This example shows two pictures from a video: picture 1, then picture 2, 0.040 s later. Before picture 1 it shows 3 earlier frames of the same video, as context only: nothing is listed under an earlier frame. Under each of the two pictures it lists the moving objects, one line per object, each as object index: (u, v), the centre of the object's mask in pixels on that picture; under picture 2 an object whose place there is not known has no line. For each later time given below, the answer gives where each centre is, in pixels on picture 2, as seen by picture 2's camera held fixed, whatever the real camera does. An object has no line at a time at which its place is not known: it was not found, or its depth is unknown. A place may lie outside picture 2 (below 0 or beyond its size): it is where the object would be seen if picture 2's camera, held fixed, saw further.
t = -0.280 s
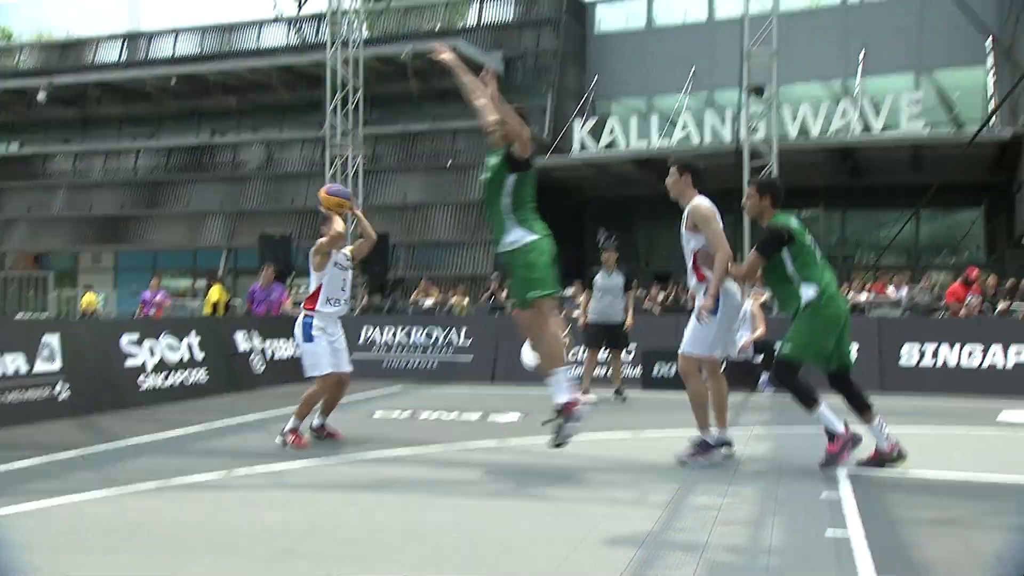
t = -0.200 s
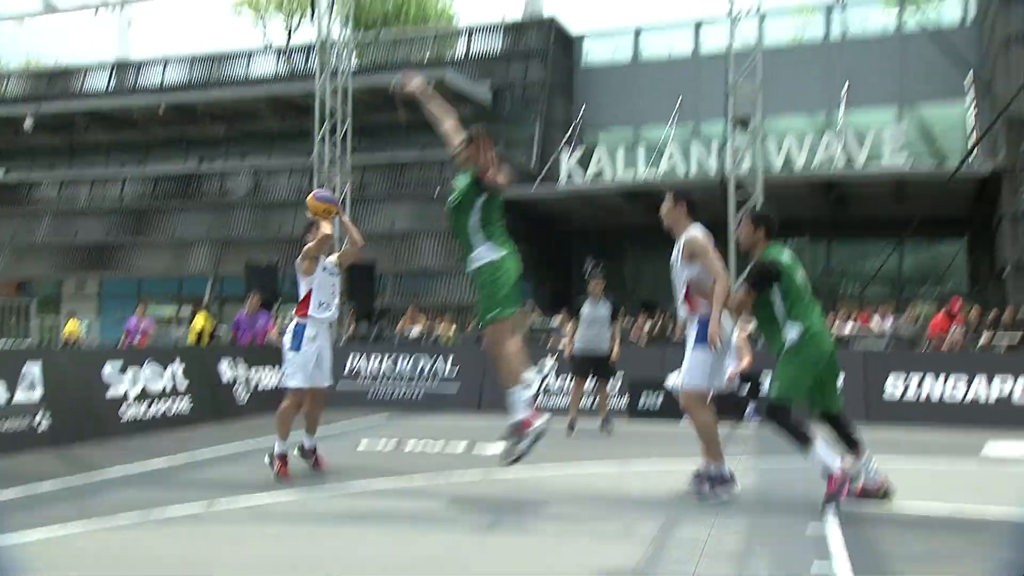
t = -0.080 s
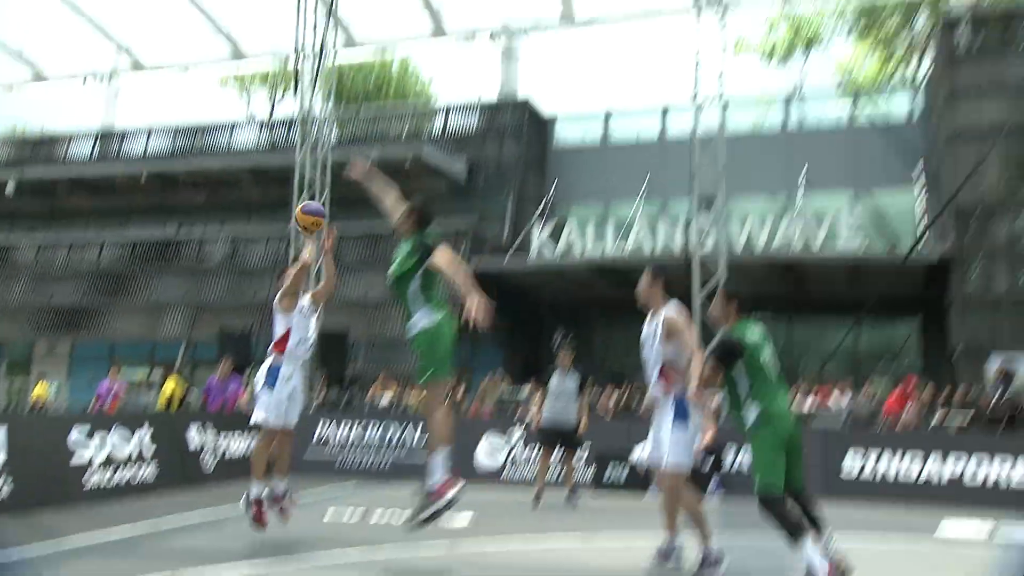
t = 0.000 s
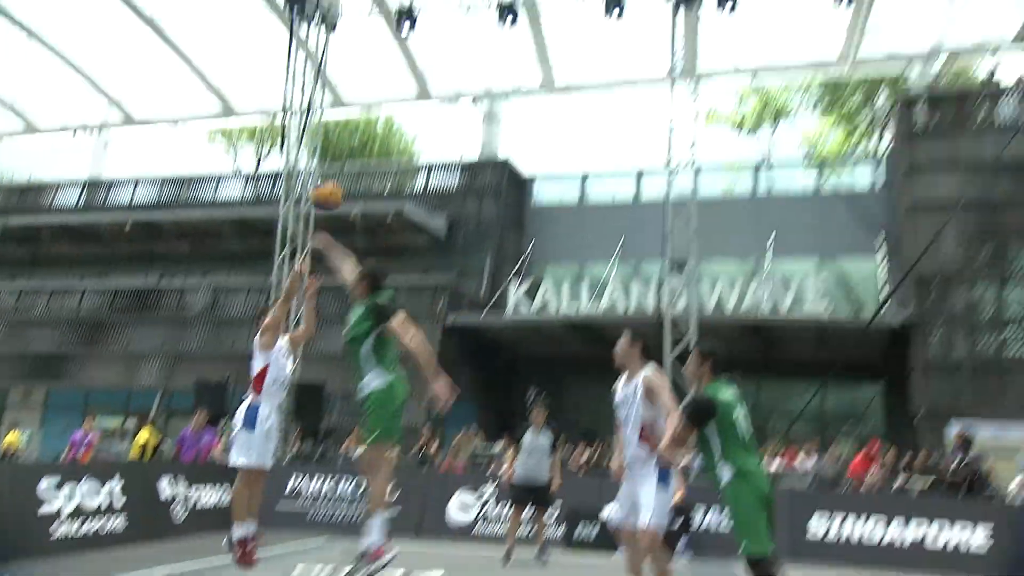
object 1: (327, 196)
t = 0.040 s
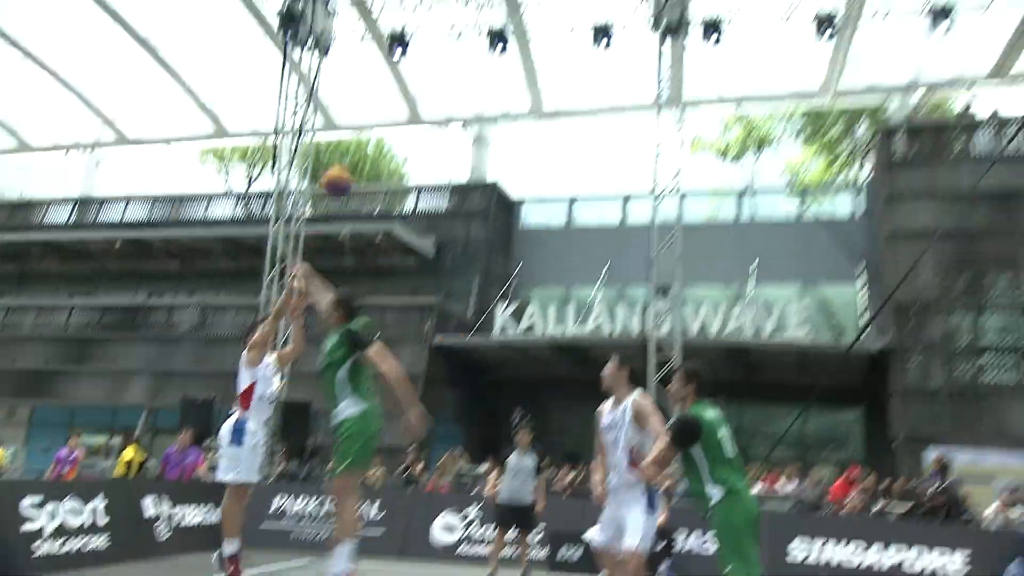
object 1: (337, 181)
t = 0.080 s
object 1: (347, 163)
